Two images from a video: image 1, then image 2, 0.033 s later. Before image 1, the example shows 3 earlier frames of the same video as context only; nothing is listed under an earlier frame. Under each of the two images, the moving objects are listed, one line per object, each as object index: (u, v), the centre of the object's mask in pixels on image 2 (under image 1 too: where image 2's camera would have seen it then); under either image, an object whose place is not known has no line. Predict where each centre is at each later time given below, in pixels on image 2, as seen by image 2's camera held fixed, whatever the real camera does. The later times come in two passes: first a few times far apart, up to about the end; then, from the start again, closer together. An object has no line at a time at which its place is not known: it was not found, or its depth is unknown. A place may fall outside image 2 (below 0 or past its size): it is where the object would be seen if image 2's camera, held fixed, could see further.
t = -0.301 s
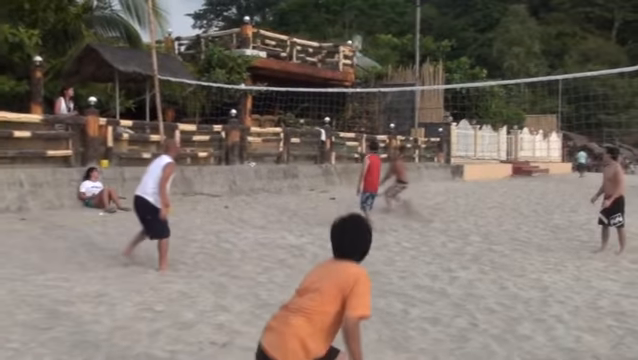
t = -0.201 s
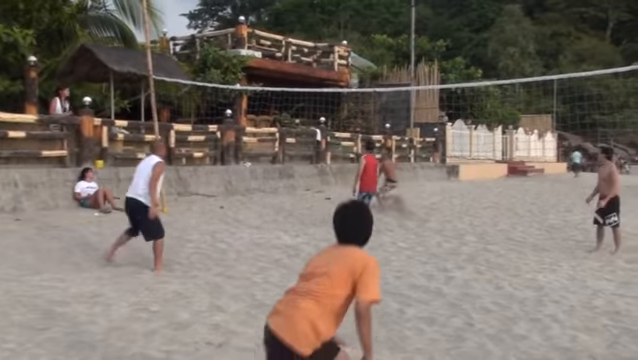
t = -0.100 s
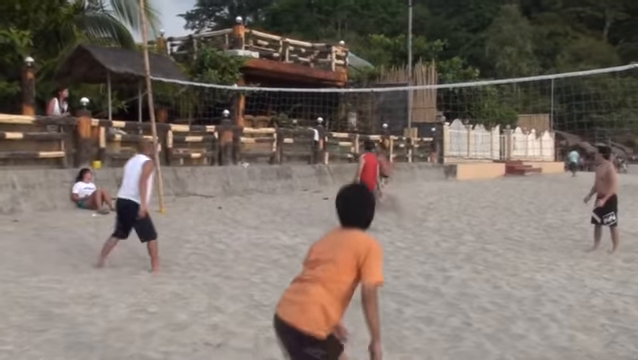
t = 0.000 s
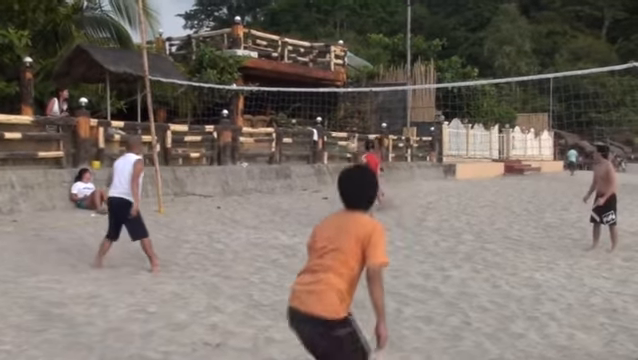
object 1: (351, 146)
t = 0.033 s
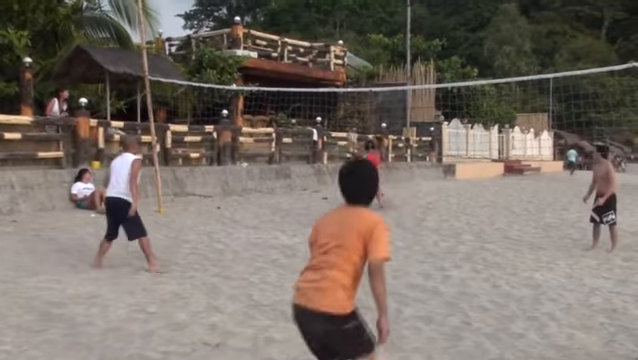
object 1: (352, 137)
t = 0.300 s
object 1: (356, 77)
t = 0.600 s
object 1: (367, 48)
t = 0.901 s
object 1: (387, 91)
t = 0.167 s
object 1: (352, 104)
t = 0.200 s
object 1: (354, 97)
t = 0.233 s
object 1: (355, 90)
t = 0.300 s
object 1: (356, 77)
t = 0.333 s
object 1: (357, 73)
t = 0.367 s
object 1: (359, 66)
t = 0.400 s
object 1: (359, 61)
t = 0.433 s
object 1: (361, 57)
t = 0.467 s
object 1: (362, 54)
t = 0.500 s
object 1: (362, 52)
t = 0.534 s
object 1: (364, 50)
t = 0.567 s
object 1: (365, 49)
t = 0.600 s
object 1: (367, 48)
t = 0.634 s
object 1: (368, 48)
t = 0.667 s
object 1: (370, 49)
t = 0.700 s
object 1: (372, 51)
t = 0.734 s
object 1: (374, 53)
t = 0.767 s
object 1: (376, 58)
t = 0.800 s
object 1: (379, 63)
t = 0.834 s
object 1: (381, 70)
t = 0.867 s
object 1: (383, 78)
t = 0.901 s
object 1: (387, 91)
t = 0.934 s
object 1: (390, 107)
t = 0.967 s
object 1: (393, 122)
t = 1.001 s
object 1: (398, 141)
